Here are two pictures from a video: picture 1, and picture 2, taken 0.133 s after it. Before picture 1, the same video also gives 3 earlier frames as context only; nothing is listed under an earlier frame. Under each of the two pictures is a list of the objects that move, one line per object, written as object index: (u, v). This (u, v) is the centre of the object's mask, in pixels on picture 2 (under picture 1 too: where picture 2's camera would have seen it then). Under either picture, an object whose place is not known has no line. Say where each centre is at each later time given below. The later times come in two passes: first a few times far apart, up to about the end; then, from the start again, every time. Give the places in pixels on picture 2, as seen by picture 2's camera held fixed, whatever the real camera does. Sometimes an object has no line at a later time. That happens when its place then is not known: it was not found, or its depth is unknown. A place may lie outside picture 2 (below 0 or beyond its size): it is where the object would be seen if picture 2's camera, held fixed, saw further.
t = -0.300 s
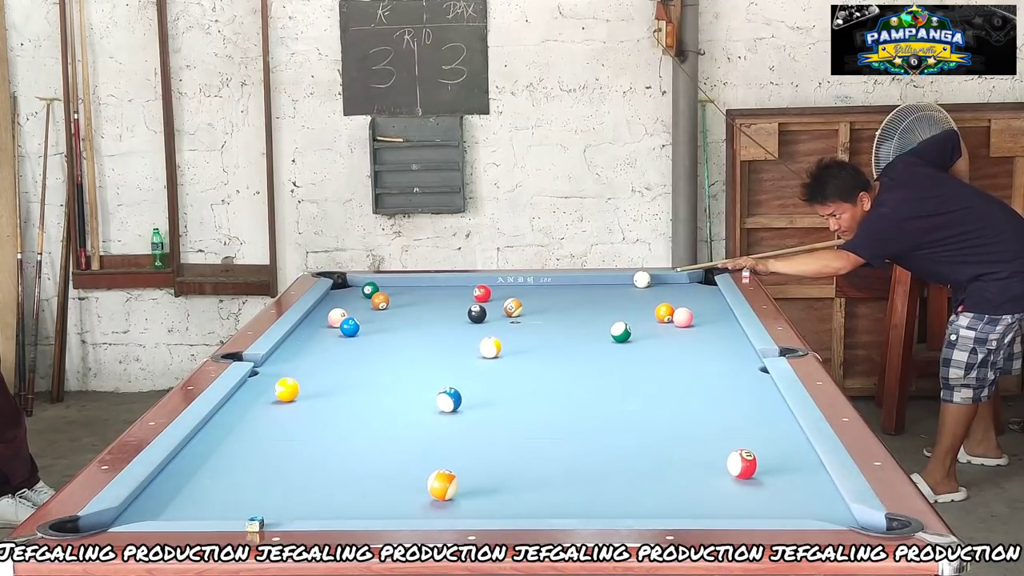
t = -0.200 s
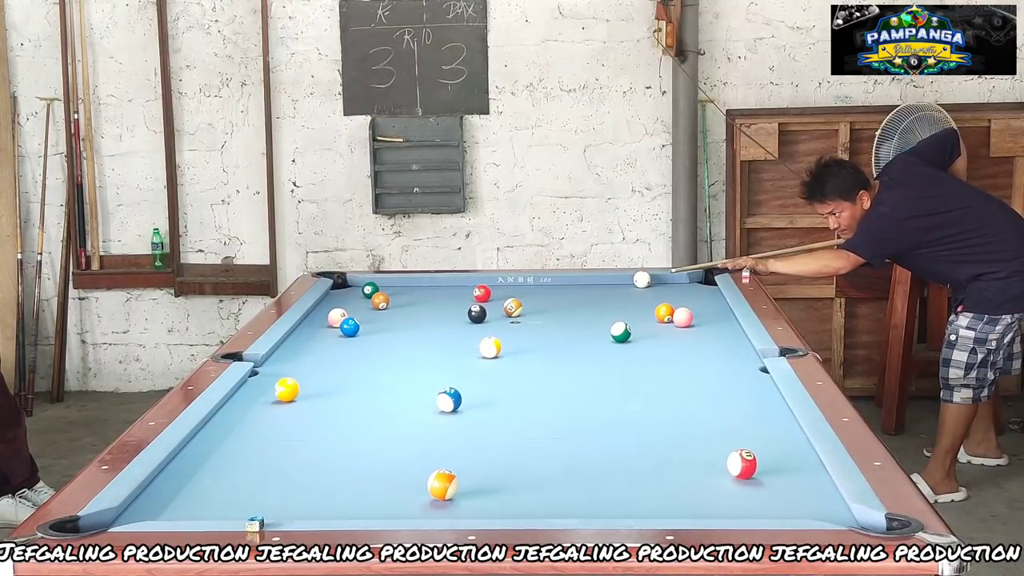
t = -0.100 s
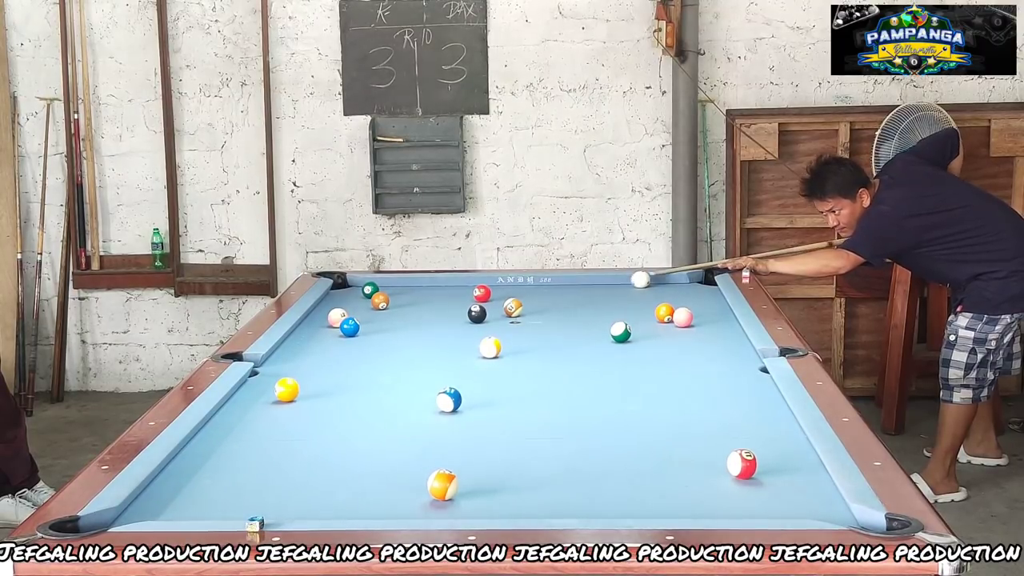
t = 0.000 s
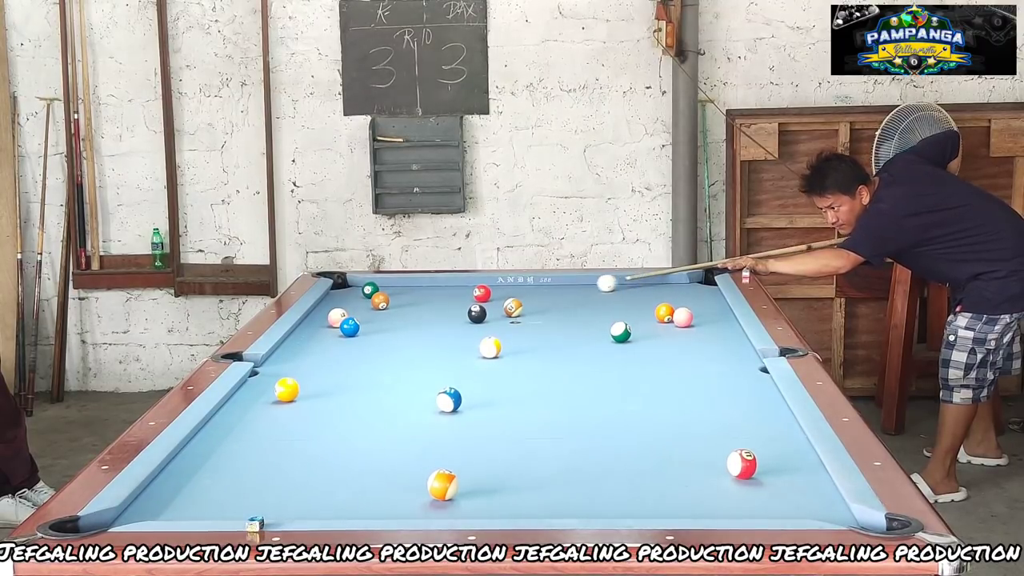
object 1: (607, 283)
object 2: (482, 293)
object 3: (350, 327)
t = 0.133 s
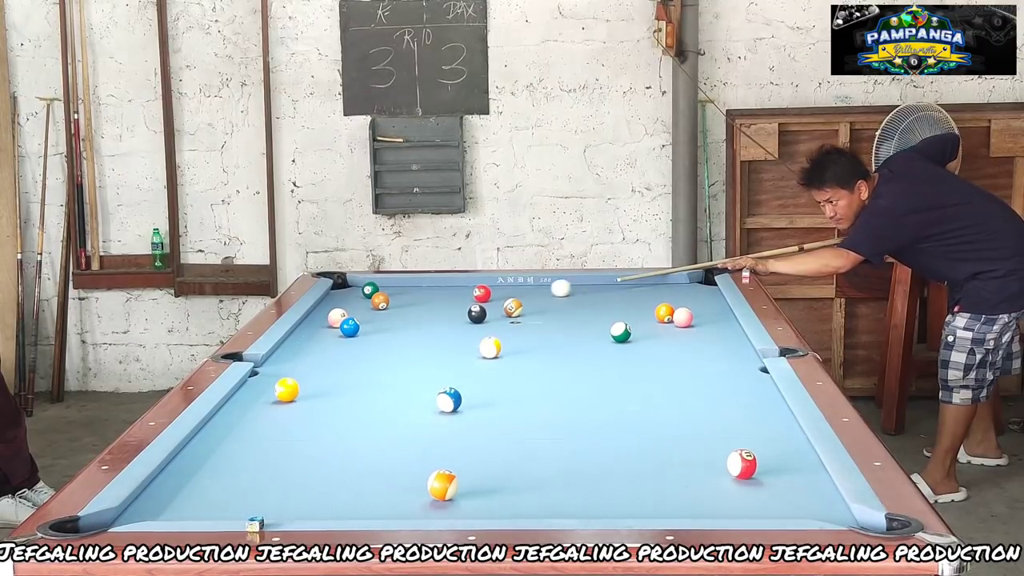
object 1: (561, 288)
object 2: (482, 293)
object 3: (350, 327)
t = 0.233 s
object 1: (526, 292)
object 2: (482, 293)
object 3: (350, 327)
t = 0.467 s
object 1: (463, 302)
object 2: (462, 289)
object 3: (350, 327)
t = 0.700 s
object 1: (406, 314)
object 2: (437, 290)
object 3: (350, 327)
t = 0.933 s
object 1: (361, 324)
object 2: (413, 289)
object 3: (335, 331)
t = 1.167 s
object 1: (344, 326)
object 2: (391, 287)
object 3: (294, 340)
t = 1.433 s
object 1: (325, 329)
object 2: (365, 282)
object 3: (299, 348)
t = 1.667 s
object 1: (311, 332)
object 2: (348, 284)
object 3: (310, 354)
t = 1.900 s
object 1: (298, 333)
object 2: (343, 282)
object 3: (320, 360)
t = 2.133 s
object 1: (299, 335)
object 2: (347, 280)
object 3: (330, 365)
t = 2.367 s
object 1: (302, 336)
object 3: (340, 371)
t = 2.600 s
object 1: (305, 336)
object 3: (350, 376)
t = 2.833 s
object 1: (306, 337)
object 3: (359, 381)
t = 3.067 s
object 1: (306, 337)
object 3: (367, 386)
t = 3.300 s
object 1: (306, 337)
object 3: (375, 390)
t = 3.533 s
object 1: (306, 337)
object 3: (382, 394)
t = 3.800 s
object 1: (306, 337)
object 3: (390, 398)
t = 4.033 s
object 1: (306, 337)
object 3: (396, 401)
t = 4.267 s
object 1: (306, 337)
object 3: (401, 404)
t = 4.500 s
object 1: (306, 337)
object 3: (406, 406)
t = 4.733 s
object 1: (306, 337)
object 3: (408, 408)
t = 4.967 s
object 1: (306, 337)
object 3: (410, 409)
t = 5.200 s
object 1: (306, 337)
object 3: (411, 410)
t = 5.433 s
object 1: (306, 337)
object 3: (412, 410)
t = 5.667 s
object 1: (306, 337)
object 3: (412, 411)
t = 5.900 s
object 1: (306, 337)
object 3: (412, 410)
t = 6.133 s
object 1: (306, 337)
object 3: (412, 410)
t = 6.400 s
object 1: (306, 337)
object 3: (412, 410)
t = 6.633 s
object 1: (306, 337)
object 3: (412, 411)
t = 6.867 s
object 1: (306, 337)
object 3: (412, 411)
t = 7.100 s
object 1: (306, 337)
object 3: (412, 411)
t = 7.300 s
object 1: (306, 337)
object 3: (412, 411)
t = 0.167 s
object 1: (549, 289)
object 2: (482, 293)
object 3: (350, 327)
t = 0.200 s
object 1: (537, 290)
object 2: (482, 293)
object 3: (350, 327)
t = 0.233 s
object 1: (526, 292)
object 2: (482, 293)
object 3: (350, 327)
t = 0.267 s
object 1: (514, 292)
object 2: (482, 293)
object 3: (350, 327)
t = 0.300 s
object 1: (502, 294)
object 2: (482, 293)
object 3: (350, 327)
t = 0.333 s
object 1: (494, 296)
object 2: (478, 293)
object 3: (350, 327)
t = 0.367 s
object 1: (487, 297)
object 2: (472, 292)
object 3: (350, 327)
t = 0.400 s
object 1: (479, 298)
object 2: (468, 291)
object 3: (350, 327)
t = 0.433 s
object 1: (470, 299)
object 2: (465, 289)
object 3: (350, 327)
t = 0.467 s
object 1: (463, 302)
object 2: (462, 289)
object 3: (350, 327)
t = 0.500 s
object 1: (455, 304)
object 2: (459, 289)
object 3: (350, 327)
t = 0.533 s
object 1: (447, 306)
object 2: (456, 291)
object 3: (350, 327)
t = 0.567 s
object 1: (439, 307)
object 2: (451, 291)
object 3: (350, 327)
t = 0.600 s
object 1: (431, 309)
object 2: (448, 291)
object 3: (350, 327)
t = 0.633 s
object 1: (423, 311)
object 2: (444, 291)
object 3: (350, 327)
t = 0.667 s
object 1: (415, 312)
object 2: (441, 290)
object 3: (350, 327)
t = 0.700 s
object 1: (406, 314)
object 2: (437, 290)
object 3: (350, 327)
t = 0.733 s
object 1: (398, 316)
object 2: (433, 290)
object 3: (350, 327)
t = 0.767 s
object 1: (390, 318)
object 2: (430, 290)
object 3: (350, 327)
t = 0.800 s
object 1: (381, 320)
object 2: (426, 289)
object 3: (350, 327)
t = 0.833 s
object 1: (373, 321)
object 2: (423, 289)
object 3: (350, 327)
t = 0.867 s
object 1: (366, 323)
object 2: (420, 289)
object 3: (349, 327)
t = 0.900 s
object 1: (362, 323)
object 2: (417, 289)
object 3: (343, 329)
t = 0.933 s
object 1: (361, 324)
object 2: (413, 289)
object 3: (335, 331)
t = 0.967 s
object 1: (359, 324)
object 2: (410, 288)
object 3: (328, 333)
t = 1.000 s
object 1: (356, 324)
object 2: (406, 288)
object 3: (323, 333)
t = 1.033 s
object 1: (354, 325)
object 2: (403, 288)
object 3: (317, 335)
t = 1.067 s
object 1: (351, 325)
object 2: (400, 287)
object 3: (312, 336)
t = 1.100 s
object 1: (349, 325)
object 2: (397, 287)
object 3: (306, 338)
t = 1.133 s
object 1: (346, 326)
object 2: (394, 287)
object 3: (300, 338)
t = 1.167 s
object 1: (344, 326)
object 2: (391, 287)
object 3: (294, 340)
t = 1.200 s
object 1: (342, 327)
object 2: (388, 286)
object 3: (289, 341)
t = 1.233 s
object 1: (339, 328)
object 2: (385, 285)
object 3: (291, 342)
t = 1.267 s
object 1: (337, 328)
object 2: (383, 285)
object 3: (292, 343)
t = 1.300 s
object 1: (334, 328)
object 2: (381, 284)
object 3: (293, 344)
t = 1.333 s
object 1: (332, 329)
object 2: (378, 283)
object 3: (295, 345)
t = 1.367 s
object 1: (330, 328)
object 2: (375, 282)
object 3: (296, 345)
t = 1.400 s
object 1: (327, 329)
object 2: (369, 281)
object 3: (298, 346)
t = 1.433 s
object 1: (325, 329)
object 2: (365, 282)
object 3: (299, 348)
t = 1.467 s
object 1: (323, 330)
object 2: (362, 283)
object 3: (301, 348)
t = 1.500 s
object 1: (321, 330)
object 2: (359, 284)
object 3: (302, 349)
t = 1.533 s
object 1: (319, 330)
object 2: (357, 284)
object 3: (304, 350)
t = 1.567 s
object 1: (317, 330)
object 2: (356, 284)
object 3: (305, 351)
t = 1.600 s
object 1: (315, 331)
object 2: (353, 284)
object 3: (307, 352)
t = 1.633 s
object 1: (313, 331)
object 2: (350, 284)
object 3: (308, 353)
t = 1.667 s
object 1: (311, 332)
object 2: (348, 284)
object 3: (310, 354)
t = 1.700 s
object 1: (309, 332)
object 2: (345, 283)
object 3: (311, 355)
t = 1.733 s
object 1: (307, 332)
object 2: (342, 283)
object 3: (313, 355)
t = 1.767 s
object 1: (305, 332)
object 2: (341, 283)
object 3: (314, 356)
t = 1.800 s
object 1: (303, 333)
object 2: (341, 283)
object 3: (316, 357)
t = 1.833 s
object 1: (301, 333)
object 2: (342, 282)
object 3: (317, 358)
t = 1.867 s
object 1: (299, 333)
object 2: (342, 282)
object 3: (319, 359)
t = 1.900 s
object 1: (298, 333)
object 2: (343, 282)
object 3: (320, 360)
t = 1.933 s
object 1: (296, 334)
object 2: (343, 282)
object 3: (322, 360)
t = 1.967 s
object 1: (297, 334)
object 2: (344, 281)
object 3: (323, 361)
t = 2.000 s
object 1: (297, 334)
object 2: (344, 281)
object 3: (324, 362)
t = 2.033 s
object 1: (298, 334)
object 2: (345, 281)
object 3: (326, 363)
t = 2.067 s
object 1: (298, 335)
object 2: (345, 280)
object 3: (327, 364)
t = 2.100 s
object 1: (299, 335)
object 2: (346, 280)
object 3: (329, 364)
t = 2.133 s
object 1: (299, 335)
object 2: (347, 280)
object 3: (330, 365)
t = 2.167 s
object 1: (300, 335)
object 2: (347, 280)
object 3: (332, 366)
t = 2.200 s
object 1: (300, 335)
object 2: (348, 280)
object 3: (333, 367)
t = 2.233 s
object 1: (301, 335)
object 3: (334, 368)
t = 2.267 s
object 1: (301, 335)
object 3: (336, 368)
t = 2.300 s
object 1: (302, 335)
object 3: (337, 369)
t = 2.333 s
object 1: (302, 336)
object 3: (339, 370)
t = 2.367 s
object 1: (302, 336)
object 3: (340, 371)
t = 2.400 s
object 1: (303, 336)
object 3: (341, 372)
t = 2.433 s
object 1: (303, 336)
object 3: (343, 372)
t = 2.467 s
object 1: (303, 336)
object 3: (344, 373)
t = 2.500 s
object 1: (304, 336)
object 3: (346, 374)
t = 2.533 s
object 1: (304, 336)
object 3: (347, 374)
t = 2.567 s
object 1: (304, 336)
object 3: (348, 375)
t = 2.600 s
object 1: (305, 336)
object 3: (350, 376)
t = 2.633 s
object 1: (305, 336)
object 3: (351, 377)
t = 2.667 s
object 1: (305, 337)
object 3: (352, 377)
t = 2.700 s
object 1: (305, 337)
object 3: (354, 378)
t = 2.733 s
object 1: (306, 337)
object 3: (355, 379)
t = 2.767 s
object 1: (306, 337)
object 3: (356, 379)
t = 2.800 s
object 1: (306, 337)
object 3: (357, 380)
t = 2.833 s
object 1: (306, 337)
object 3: (359, 381)
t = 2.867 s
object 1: (306, 337)
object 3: (360, 382)
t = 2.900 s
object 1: (306, 337)
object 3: (361, 382)
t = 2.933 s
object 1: (306, 337)
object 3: (363, 383)
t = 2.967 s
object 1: (306, 337)
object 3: (364, 384)
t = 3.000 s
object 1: (306, 337)
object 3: (365, 384)
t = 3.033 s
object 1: (306, 337)
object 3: (366, 385)
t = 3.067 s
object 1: (306, 337)
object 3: (367, 386)
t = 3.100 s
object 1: (306, 337)
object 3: (368, 386)
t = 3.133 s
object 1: (306, 337)
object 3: (370, 387)
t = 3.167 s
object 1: (306, 337)
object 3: (371, 387)
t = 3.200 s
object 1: (306, 337)
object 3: (372, 388)
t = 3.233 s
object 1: (306, 337)
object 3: (373, 389)
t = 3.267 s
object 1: (306, 337)
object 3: (374, 389)
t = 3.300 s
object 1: (306, 337)
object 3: (375, 390)
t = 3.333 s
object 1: (306, 337)
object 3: (376, 391)
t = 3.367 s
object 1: (306, 337)
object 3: (377, 391)
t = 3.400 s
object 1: (306, 337)
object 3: (378, 392)
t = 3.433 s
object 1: (306, 337)
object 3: (379, 392)
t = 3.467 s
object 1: (306, 337)
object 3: (381, 393)
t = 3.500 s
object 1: (306, 337)
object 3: (382, 394)
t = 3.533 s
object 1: (306, 337)
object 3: (382, 394)
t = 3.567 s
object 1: (306, 337)
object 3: (383, 395)
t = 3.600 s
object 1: (306, 337)
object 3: (385, 395)
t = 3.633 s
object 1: (306, 337)
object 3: (386, 396)
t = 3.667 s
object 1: (306, 337)
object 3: (387, 396)
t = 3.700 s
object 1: (306, 337)
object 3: (387, 397)
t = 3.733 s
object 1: (306, 337)
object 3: (389, 397)
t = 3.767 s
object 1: (306, 337)
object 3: (389, 398)
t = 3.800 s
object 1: (306, 337)
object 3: (390, 398)
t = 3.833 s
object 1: (306, 337)
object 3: (391, 399)
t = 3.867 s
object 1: (306, 337)
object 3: (392, 399)
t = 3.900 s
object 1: (306, 337)
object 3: (393, 400)
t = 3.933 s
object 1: (306, 337)
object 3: (394, 400)
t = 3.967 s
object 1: (306, 337)
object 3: (395, 401)
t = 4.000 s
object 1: (306, 337)
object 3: (395, 401)
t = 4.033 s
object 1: (306, 337)
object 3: (396, 401)
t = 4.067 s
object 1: (306, 337)
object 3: (397, 402)
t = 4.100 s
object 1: (306, 337)
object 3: (398, 402)
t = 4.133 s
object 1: (306, 337)
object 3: (399, 402)
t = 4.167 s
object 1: (306, 337)
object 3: (400, 403)
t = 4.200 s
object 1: (306, 337)
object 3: (400, 403)
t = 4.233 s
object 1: (306, 337)
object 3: (401, 404)
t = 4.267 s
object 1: (306, 337)
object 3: (401, 404)
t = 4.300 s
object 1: (306, 337)
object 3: (402, 405)
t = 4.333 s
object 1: (306, 337)
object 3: (403, 405)
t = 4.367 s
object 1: (306, 337)
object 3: (403, 405)
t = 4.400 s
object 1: (306, 337)
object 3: (404, 406)
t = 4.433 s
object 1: (306, 337)
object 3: (405, 406)
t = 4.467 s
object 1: (306, 337)
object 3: (405, 406)
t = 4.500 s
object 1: (306, 337)
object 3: (406, 406)
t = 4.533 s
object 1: (306, 337)
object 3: (406, 406)
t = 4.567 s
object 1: (306, 337)
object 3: (407, 407)
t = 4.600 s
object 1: (306, 337)
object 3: (407, 407)
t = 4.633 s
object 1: (306, 337)
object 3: (407, 407)
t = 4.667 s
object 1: (306, 337)
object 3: (408, 408)
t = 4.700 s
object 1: (306, 337)
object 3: (408, 408)
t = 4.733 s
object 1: (306, 337)
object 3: (408, 408)
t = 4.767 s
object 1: (306, 337)
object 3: (409, 408)
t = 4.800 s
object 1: (306, 337)
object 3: (409, 409)
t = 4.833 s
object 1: (306, 337)
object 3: (409, 409)
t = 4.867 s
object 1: (306, 337)
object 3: (409, 409)
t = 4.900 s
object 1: (306, 337)
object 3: (409, 409)
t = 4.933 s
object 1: (306, 337)
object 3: (410, 409)
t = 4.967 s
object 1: (306, 337)
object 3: (410, 409)
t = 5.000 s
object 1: (306, 337)
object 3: (410, 410)
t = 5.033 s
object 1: (306, 337)
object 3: (410, 410)
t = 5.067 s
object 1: (306, 337)
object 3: (410, 410)
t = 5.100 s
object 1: (306, 337)
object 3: (410, 410)
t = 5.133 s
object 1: (306, 337)
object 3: (410, 410)
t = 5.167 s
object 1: (306, 337)
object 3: (411, 410)
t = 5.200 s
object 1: (306, 337)
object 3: (411, 410)
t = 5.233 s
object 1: (306, 337)
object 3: (411, 410)
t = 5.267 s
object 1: (306, 337)
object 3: (411, 410)
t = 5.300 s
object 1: (306, 337)
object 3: (411, 410)
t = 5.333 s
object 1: (306, 337)
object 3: (411, 410)
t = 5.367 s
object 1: (306, 337)
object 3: (411, 410)
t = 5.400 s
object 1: (306, 337)
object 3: (412, 410)
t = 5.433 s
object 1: (306, 337)
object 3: (412, 410)
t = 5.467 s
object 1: (306, 337)
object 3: (412, 410)
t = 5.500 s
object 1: (306, 337)
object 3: (412, 411)
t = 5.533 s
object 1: (306, 337)
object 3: (412, 411)
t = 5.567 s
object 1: (306, 337)
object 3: (412, 411)
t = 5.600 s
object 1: (306, 337)
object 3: (412, 411)
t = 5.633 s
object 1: (306, 337)
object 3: (412, 411)
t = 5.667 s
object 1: (306, 337)
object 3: (412, 411)
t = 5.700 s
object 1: (306, 337)
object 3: (412, 411)
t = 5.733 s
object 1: (306, 337)
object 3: (412, 411)
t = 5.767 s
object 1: (306, 337)
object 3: (412, 411)
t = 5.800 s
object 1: (306, 337)
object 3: (412, 411)
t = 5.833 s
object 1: (306, 337)
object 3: (412, 411)
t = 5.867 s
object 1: (306, 337)
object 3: (412, 411)
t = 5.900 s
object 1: (306, 337)
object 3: (412, 410)
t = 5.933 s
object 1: (306, 337)
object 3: (412, 411)
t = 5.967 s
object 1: (306, 337)
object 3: (412, 410)
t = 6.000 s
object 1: (306, 337)
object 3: (412, 410)
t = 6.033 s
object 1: (306, 337)
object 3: (412, 410)
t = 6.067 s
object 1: (306, 337)
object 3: (412, 411)
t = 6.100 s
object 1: (306, 337)
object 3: (412, 410)
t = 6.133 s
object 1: (306, 337)
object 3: (412, 410)
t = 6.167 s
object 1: (306, 337)
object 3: (412, 411)
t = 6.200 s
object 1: (306, 337)
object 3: (412, 411)
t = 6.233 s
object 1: (306, 337)
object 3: (412, 411)
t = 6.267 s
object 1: (306, 337)
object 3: (412, 411)
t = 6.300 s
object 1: (306, 337)
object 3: (412, 411)
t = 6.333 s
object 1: (306, 337)
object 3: (412, 410)
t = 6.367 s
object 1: (306, 337)
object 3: (412, 411)
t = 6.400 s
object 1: (306, 337)
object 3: (412, 410)
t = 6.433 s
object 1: (306, 337)
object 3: (412, 411)
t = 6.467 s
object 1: (306, 337)
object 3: (412, 411)
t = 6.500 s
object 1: (306, 337)
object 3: (412, 411)
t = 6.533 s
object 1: (306, 337)
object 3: (412, 411)
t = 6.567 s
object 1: (306, 337)
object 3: (412, 411)
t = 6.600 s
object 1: (306, 337)
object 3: (412, 411)
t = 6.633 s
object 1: (306, 337)
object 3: (412, 411)
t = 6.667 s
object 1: (306, 337)
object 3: (412, 411)
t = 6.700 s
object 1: (306, 337)
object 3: (412, 411)
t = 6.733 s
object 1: (306, 337)
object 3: (412, 411)
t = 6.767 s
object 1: (306, 337)
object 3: (412, 411)
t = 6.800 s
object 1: (306, 337)
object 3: (412, 411)
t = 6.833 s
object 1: (306, 337)
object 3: (412, 411)
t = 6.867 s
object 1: (306, 337)
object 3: (412, 411)
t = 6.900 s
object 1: (306, 337)
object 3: (412, 411)
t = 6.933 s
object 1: (306, 337)
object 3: (412, 411)
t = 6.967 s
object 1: (306, 337)
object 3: (412, 411)
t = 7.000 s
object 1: (306, 337)
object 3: (412, 411)
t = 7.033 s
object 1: (306, 337)
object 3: (412, 411)
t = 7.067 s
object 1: (306, 337)
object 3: (412, 411)
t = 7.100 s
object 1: (306, 337)
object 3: (412, 411)
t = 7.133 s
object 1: (306, 337)
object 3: (412, 411)
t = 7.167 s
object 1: (306, 337)
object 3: (412, 411)
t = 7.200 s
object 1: (306, 337)
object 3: (412, 411)
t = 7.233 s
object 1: (306, 337)
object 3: (412, 411)
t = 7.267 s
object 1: (306, 337)
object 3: (412, 410)
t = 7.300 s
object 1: (306, 337)
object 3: (412, 411)
